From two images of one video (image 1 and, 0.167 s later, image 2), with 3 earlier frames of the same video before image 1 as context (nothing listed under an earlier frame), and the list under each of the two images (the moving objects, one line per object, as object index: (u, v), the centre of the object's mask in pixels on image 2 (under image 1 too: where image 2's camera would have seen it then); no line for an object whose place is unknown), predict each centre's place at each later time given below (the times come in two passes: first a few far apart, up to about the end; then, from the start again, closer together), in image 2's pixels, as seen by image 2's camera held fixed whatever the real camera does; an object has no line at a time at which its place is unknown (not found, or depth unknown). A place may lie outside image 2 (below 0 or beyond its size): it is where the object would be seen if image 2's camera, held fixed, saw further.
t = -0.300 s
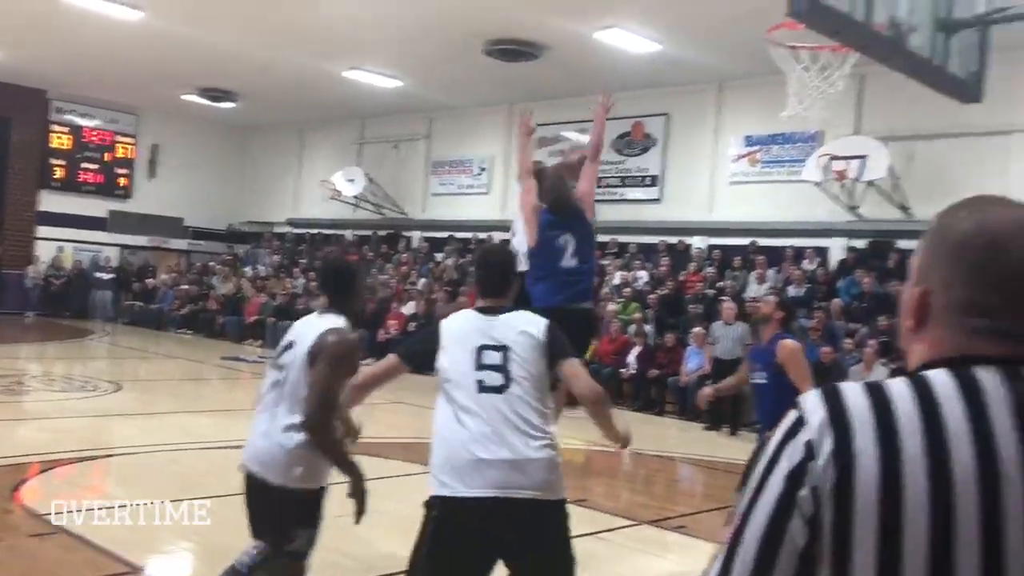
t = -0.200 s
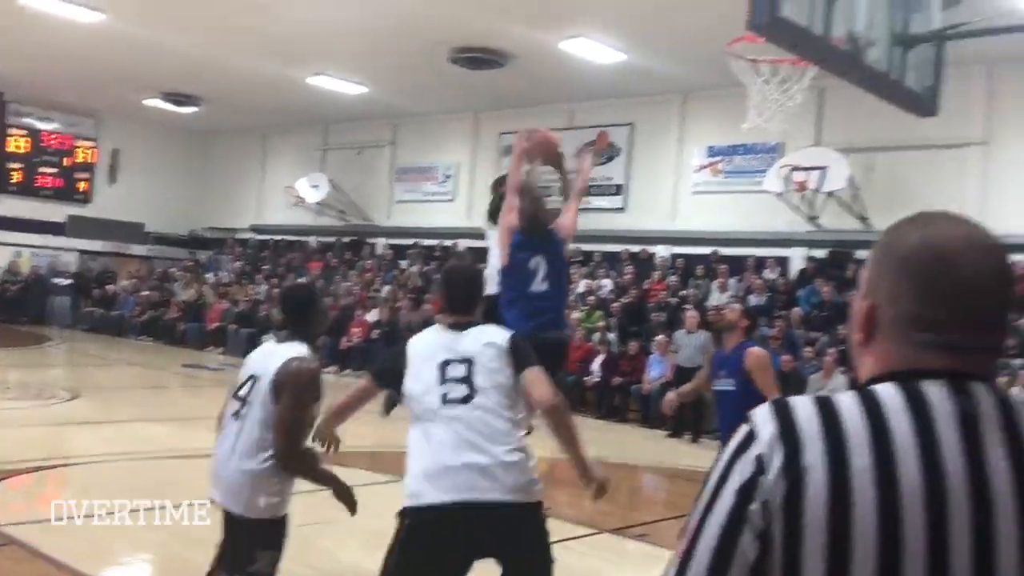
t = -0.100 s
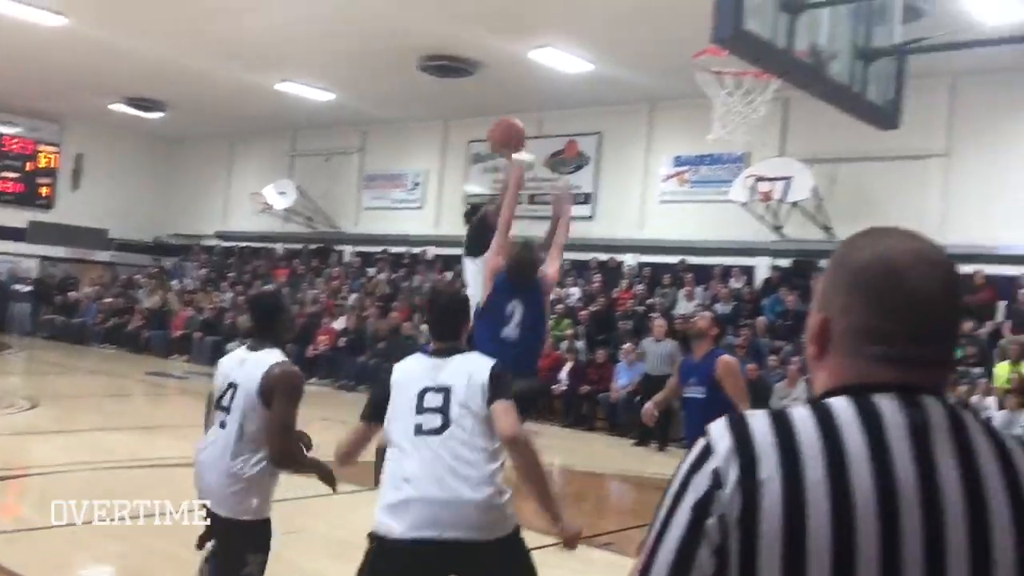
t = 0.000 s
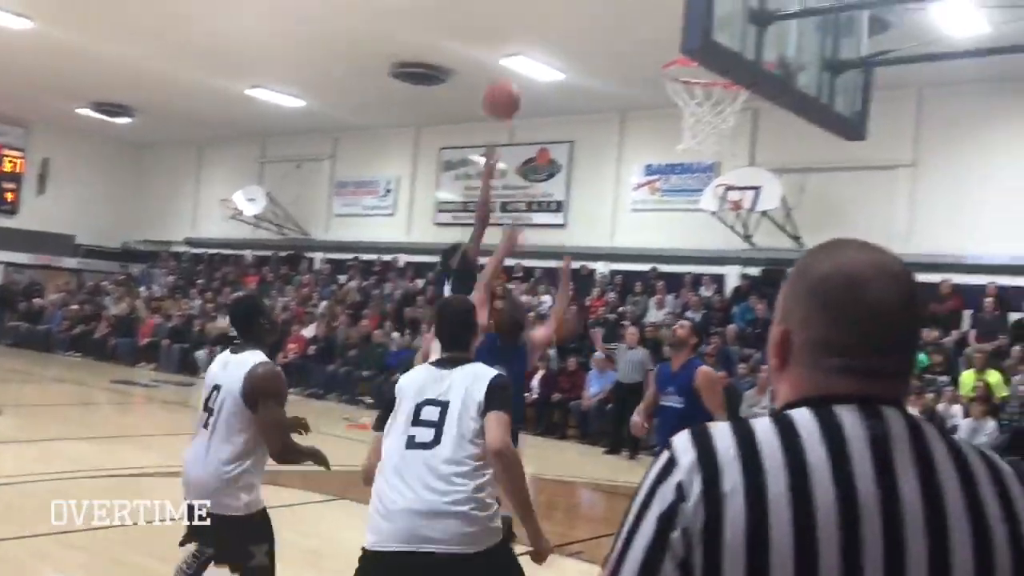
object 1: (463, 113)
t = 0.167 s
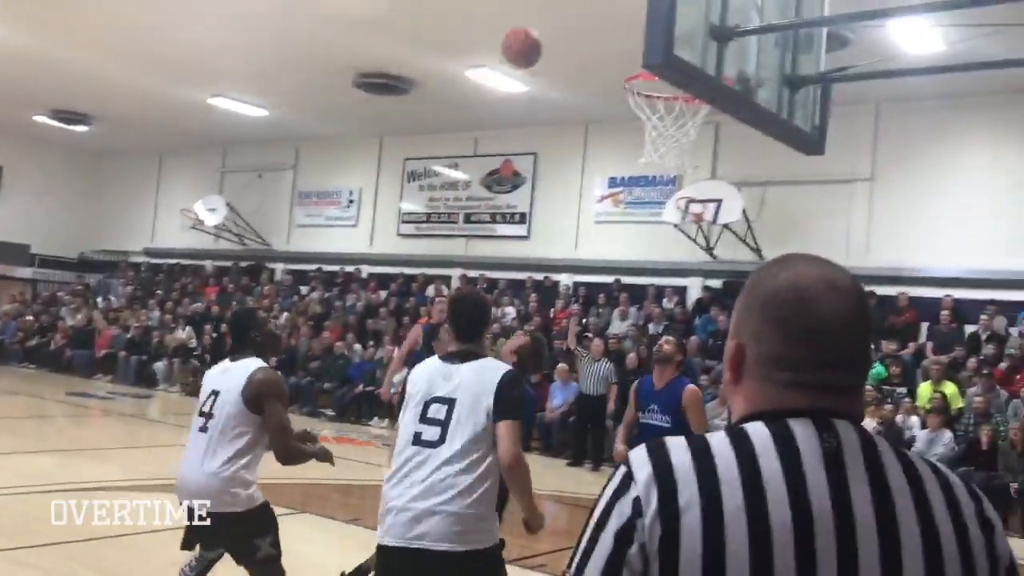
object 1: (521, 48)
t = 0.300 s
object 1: (569, 26)
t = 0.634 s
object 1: (681, 111)
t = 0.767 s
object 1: (689, 166)
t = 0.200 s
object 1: (533, 40)
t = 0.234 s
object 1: (545, 34)
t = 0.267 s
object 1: (557, 29)
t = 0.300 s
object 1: (569, 26)
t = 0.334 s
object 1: (581, 25)
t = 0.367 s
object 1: (593, 26)
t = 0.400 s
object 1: (605, 29)
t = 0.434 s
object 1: (618, 34)
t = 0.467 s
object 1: (627, 40)
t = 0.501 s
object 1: (633, 50)
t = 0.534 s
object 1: (639, 60)
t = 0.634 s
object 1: (681, 111)
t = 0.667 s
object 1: (689, 127)
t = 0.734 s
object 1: (690, 152)
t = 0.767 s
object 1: (689, 166)
